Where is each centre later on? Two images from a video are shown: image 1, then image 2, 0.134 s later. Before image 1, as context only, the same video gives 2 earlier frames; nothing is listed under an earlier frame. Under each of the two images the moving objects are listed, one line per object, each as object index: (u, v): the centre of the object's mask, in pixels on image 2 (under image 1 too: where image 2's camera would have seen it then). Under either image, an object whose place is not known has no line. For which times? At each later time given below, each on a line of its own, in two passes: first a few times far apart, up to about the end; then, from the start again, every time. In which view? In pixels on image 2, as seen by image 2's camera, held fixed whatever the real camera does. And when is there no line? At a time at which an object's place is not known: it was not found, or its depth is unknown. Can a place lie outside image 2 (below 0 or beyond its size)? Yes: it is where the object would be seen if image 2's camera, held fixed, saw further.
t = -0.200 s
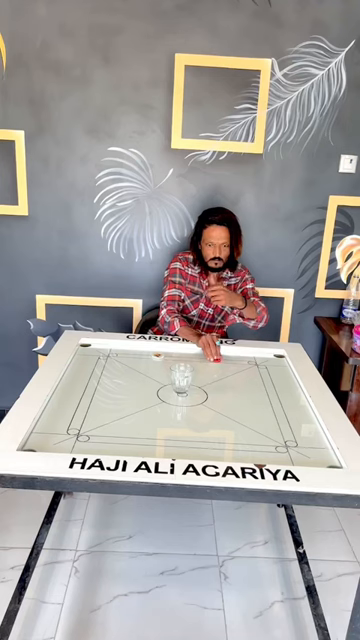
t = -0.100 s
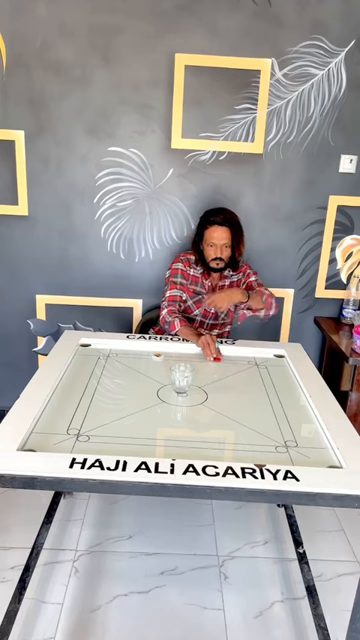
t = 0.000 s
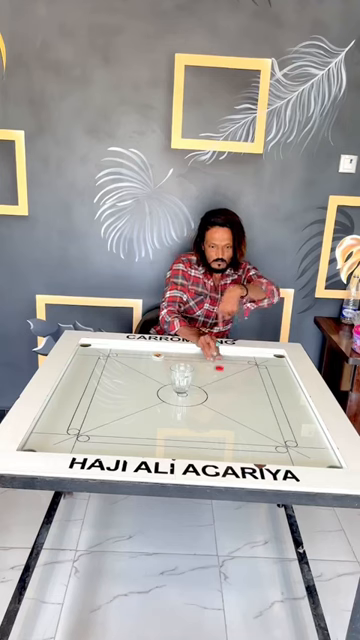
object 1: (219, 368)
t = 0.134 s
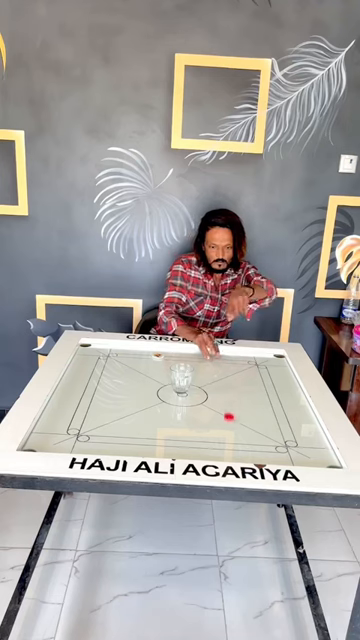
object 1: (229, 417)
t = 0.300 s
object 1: (232, 432)
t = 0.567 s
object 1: (221, 354)
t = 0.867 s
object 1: (235, 419)
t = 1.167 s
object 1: (240, 421)
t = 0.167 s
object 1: (232, 433)
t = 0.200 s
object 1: (235, 450)
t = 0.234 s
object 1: (237, 460)
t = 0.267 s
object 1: (235, 445)
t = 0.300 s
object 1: (232, 432)
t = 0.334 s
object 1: (230, 419)
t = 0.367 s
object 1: (229, 407)
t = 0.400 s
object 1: (227, 395)
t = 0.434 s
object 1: (225, 386)
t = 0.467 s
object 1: (224, 377)
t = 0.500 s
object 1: (223, 368)
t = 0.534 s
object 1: (222, 361)
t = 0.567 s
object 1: (221, 354)
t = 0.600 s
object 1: (221, 355)
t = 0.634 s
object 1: (222, 361)
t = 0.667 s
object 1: (224, 368)
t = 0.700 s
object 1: (225, 375)
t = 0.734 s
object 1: (227, 382)
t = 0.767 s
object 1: (229, 391)
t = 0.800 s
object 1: (231, 399)
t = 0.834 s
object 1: (233, 409)
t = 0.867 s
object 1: (235, 419)
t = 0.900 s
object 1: (237, 430)
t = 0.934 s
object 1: (240, 442)
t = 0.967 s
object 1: (243, 454)
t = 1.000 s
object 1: (245, 461)
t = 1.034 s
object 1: (244, 455)
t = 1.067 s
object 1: (243, 446)
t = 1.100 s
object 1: (242, 437)
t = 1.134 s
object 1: (241, 429)
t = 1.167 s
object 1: (240, 421)
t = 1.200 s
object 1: (239, 414)
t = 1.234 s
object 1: (239, 407)
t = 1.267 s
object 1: (238, 401)
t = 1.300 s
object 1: (237, 395)
